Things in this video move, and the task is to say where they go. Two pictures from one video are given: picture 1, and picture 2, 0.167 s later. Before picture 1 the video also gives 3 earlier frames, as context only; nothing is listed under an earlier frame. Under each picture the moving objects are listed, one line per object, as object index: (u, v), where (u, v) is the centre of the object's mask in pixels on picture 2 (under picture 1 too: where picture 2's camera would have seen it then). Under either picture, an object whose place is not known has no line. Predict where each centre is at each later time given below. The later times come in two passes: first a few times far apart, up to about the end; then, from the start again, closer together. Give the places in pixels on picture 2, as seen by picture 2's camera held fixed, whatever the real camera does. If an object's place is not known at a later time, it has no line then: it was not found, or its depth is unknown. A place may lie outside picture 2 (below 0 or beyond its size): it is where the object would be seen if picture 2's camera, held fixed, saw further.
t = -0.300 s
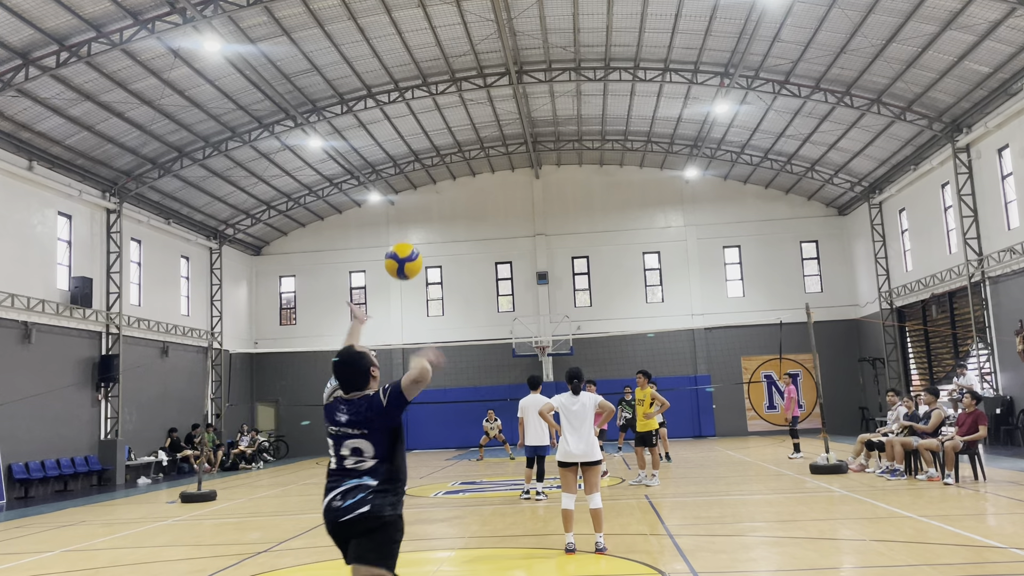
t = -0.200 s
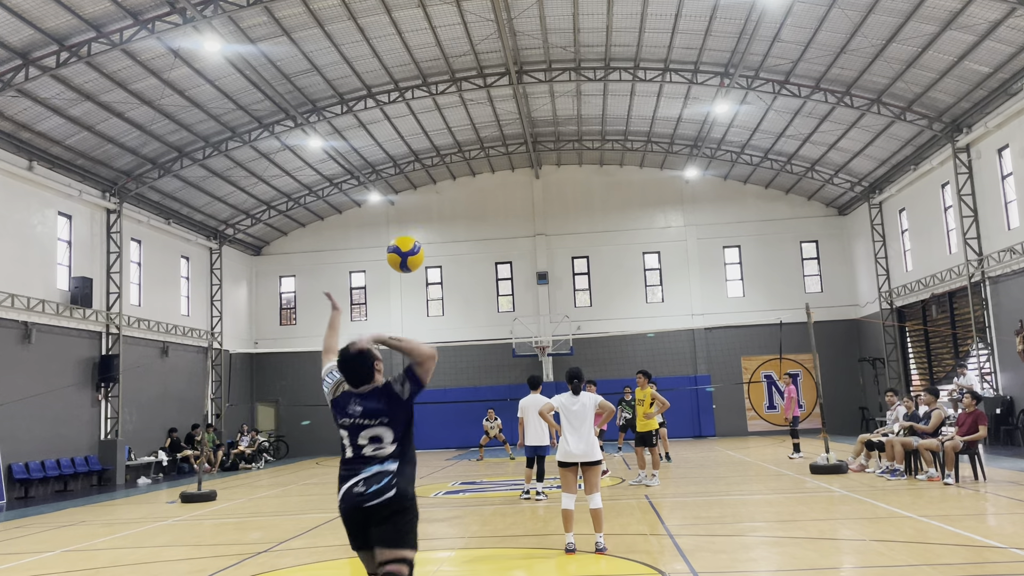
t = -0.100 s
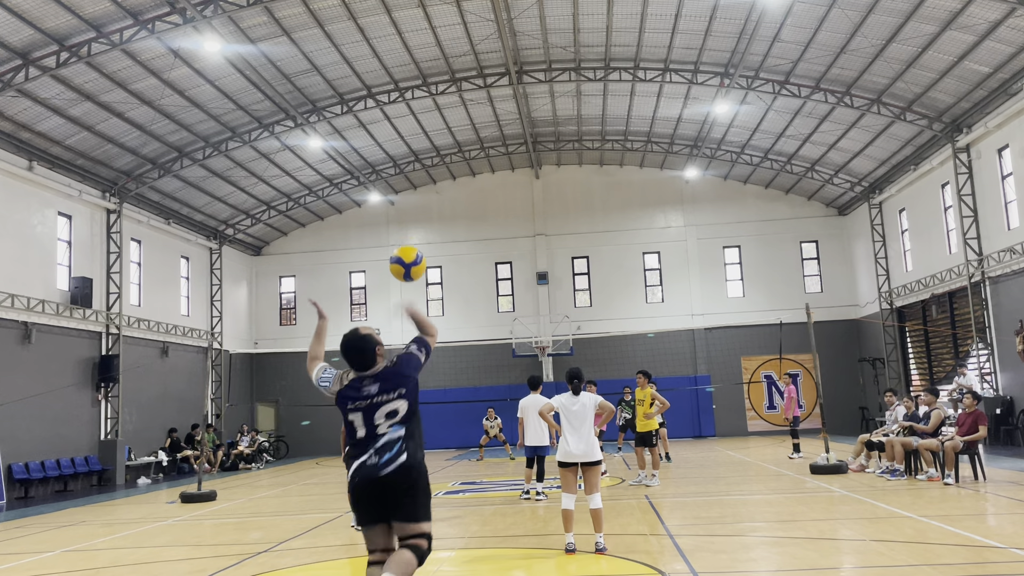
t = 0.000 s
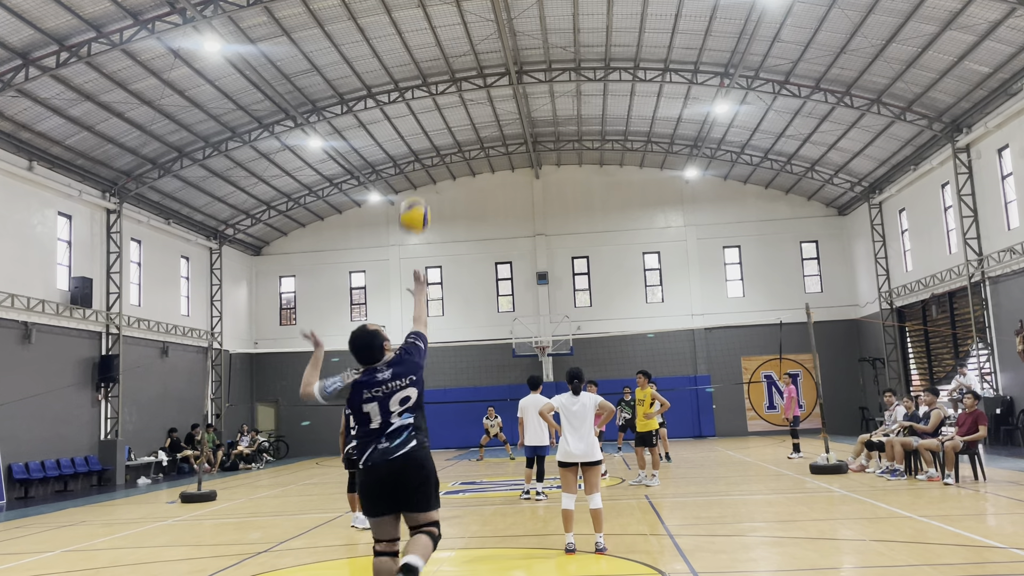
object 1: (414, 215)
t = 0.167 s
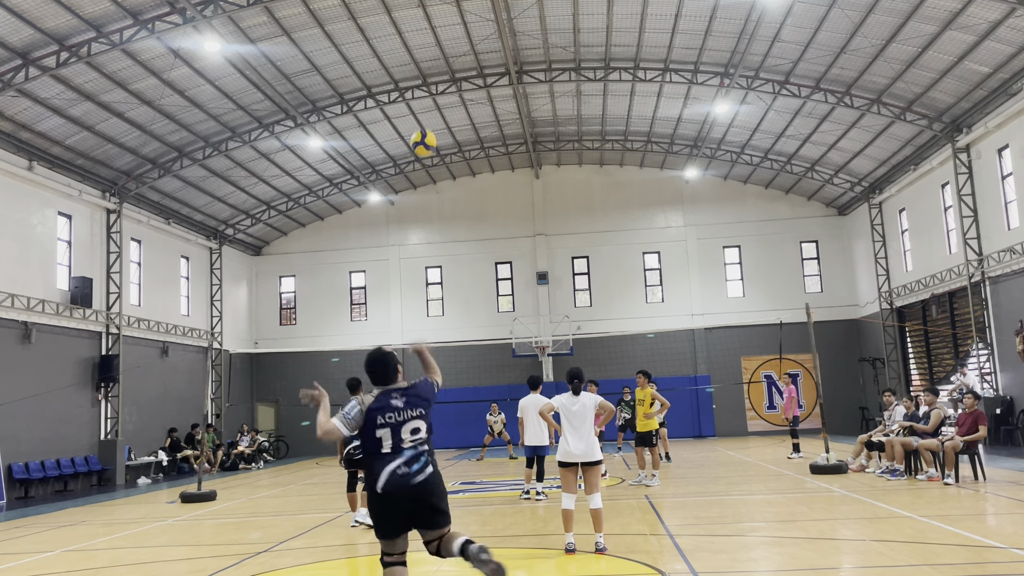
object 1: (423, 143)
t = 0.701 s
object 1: (435, 154)
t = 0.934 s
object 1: (440, 207)
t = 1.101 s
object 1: (443, 254)
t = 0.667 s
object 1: (435, 149)
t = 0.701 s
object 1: (435, 154)
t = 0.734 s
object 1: (435, 160)
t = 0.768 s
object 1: (436, 167)
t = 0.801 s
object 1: (437, 175)
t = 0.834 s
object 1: (438, 181)
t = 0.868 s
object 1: (439, 189)
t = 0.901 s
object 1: (440, 198)
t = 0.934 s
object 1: (440, 207)
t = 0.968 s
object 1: (441, 216)
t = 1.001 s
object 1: (442, 224)
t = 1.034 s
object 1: (442, 234)
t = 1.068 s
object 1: (443, 244)
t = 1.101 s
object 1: (443, 254)
